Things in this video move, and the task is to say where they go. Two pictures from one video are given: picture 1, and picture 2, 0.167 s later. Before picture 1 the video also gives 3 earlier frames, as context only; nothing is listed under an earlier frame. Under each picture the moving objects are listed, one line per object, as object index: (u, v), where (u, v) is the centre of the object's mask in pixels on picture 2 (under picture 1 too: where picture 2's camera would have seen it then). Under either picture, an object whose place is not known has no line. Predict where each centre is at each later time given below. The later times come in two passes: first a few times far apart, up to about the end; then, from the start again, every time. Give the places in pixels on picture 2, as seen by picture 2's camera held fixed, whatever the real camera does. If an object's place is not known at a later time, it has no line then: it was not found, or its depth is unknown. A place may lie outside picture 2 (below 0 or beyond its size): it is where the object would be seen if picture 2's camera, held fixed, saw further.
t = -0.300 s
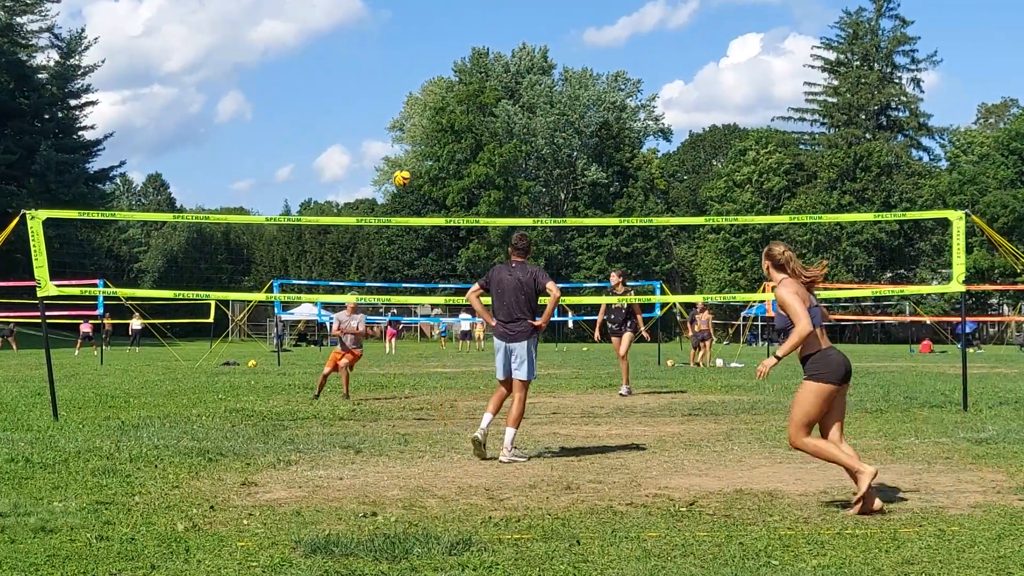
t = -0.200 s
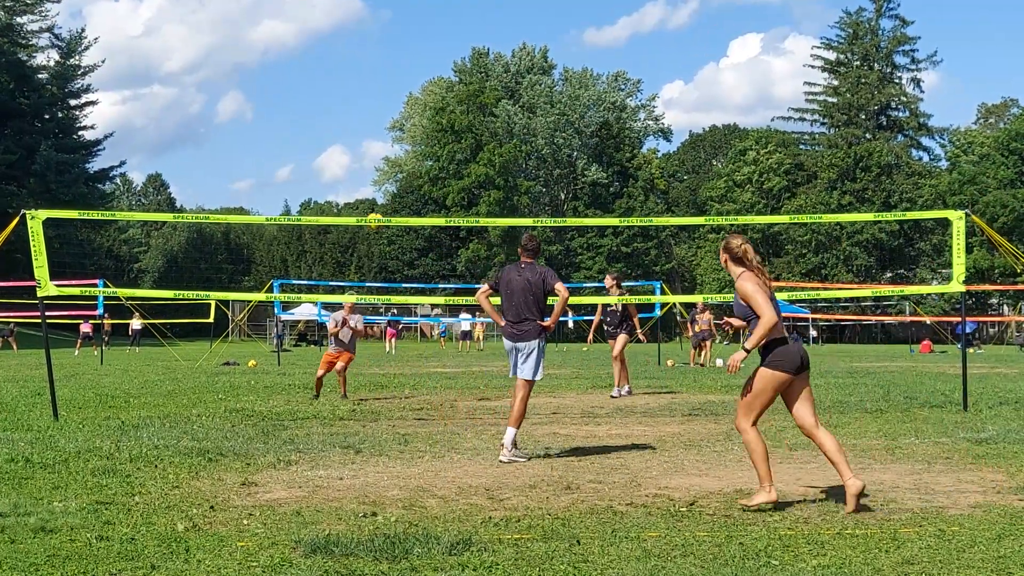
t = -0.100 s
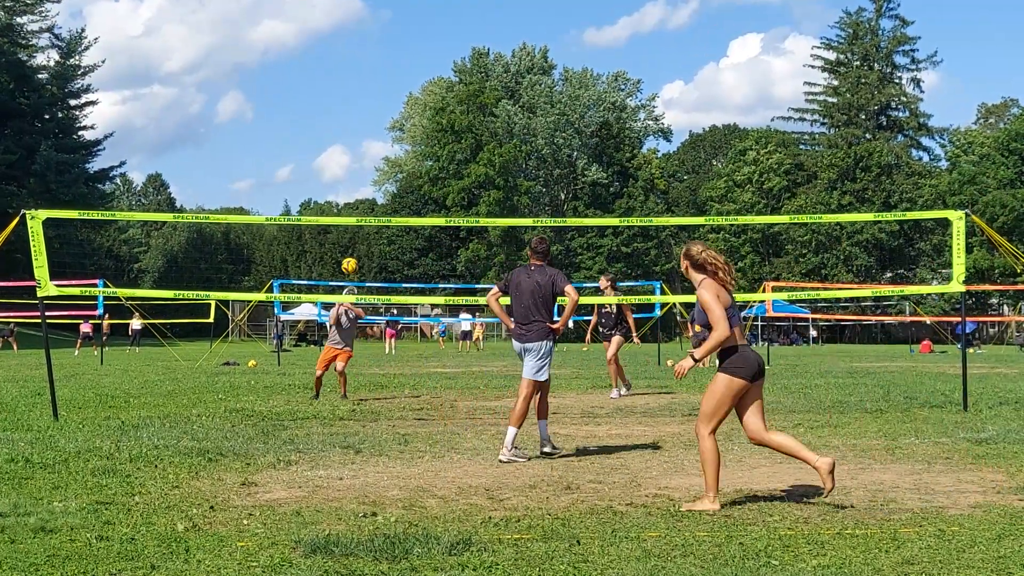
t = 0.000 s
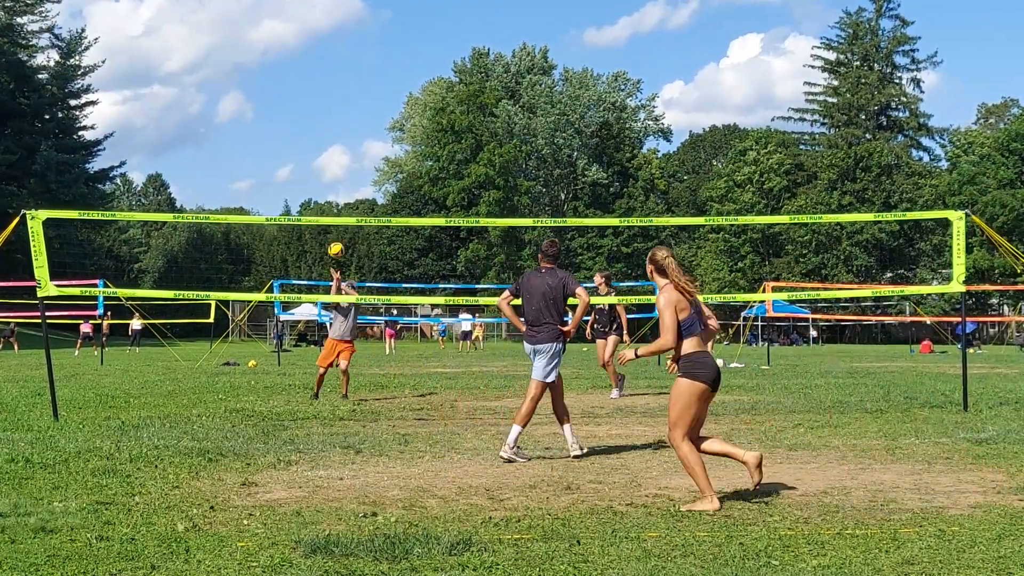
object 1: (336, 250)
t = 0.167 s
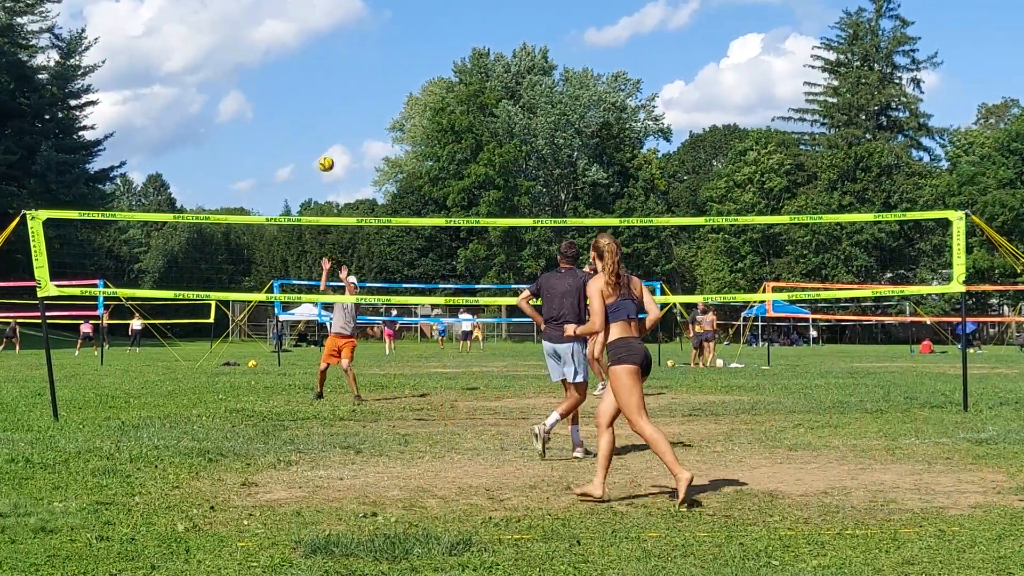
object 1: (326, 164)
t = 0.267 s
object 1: (320, 122)
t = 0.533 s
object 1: (302, 46)
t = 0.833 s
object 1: (283, 24)
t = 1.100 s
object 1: (268, 57)
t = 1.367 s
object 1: (254, 139)
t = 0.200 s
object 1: (324, 149)
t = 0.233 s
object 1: (322, 135)
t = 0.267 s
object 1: (320, 122)
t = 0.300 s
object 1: (318, 109)
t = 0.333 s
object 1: (315, 98)
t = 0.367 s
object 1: (313, 87)
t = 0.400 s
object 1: (311, 77)
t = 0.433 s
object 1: (309, 68)
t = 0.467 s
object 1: (307, 60)
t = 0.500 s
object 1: (305, 53)
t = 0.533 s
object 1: (302, 46)
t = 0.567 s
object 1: (300, 41)
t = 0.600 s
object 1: (298, 36)
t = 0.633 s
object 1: (296, 32)
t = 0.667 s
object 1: (294, 28)
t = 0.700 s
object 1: (292, 26)
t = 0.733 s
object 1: (290, 24)
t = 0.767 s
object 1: (287, 23)
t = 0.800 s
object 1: (285, 23)
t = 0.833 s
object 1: (283, 24)
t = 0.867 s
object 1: (281, 25)
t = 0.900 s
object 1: (279, 27)
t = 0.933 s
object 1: (277, 30)
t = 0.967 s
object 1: (276, 34)
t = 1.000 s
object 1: (273, 39)
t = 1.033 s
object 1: (271, 44)
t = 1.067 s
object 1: (270, 50)
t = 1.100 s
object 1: (268, 57)
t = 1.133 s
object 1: (266, 64)
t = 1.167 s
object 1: (264, 73)
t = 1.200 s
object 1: (262, 82)
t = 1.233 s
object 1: (260, 92)
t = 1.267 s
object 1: (258, 102)
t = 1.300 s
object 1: (257, 114)
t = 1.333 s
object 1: (255, 126)
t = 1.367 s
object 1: (254, 139)
